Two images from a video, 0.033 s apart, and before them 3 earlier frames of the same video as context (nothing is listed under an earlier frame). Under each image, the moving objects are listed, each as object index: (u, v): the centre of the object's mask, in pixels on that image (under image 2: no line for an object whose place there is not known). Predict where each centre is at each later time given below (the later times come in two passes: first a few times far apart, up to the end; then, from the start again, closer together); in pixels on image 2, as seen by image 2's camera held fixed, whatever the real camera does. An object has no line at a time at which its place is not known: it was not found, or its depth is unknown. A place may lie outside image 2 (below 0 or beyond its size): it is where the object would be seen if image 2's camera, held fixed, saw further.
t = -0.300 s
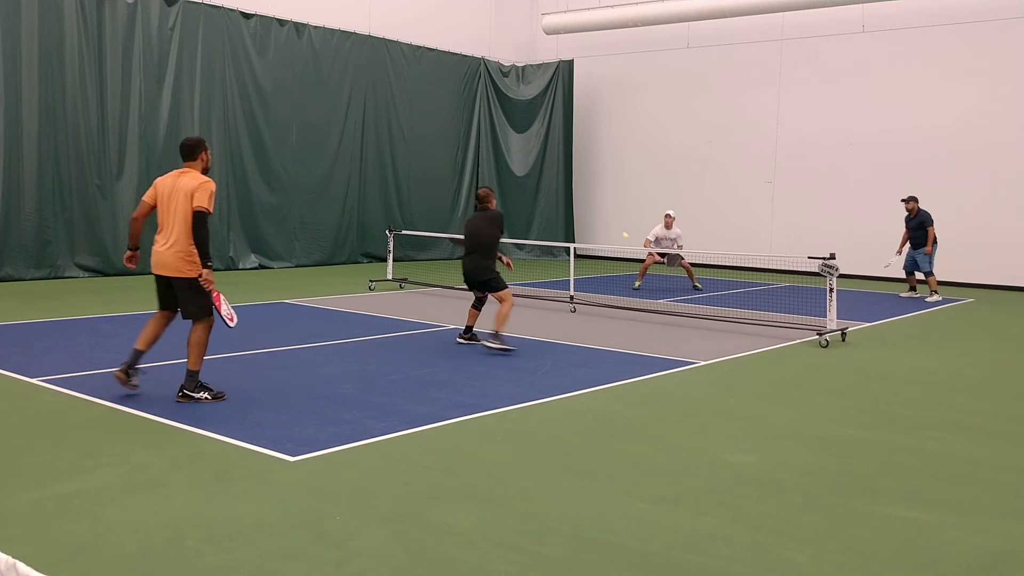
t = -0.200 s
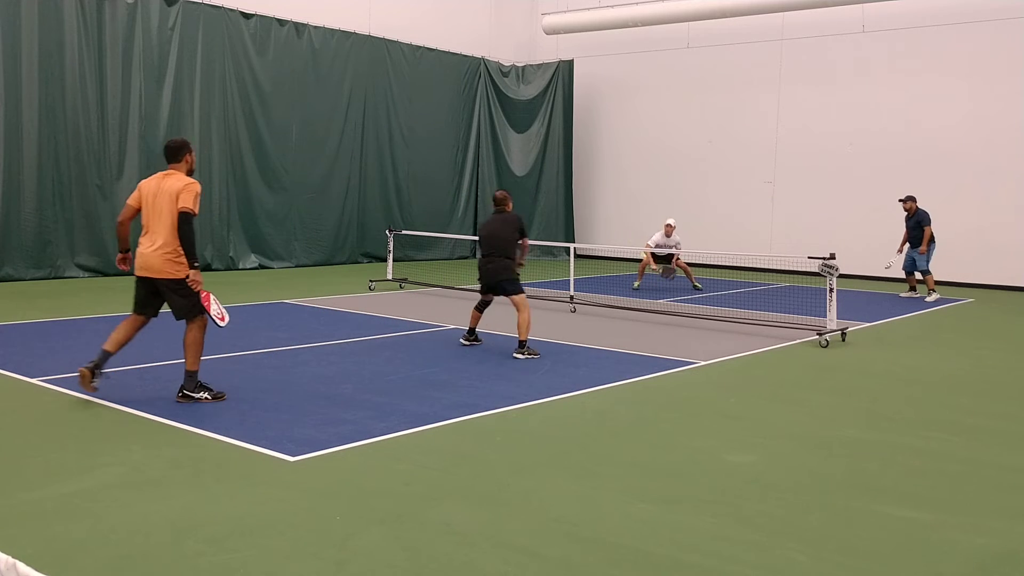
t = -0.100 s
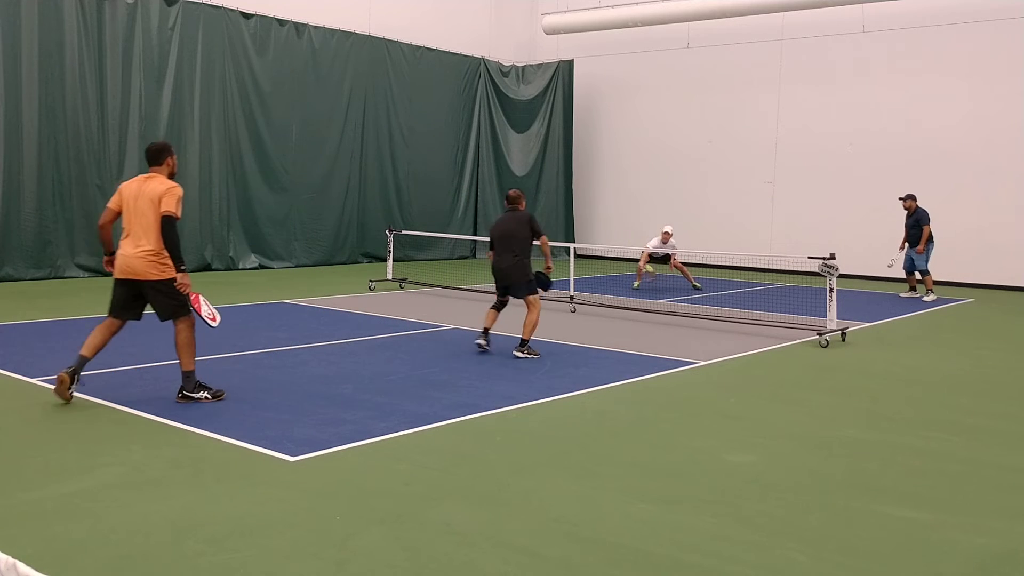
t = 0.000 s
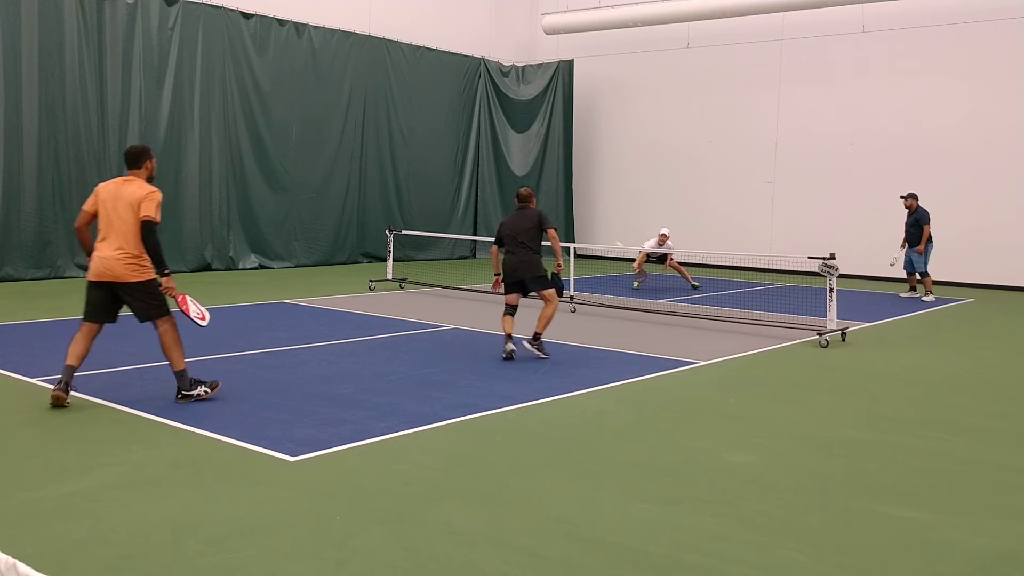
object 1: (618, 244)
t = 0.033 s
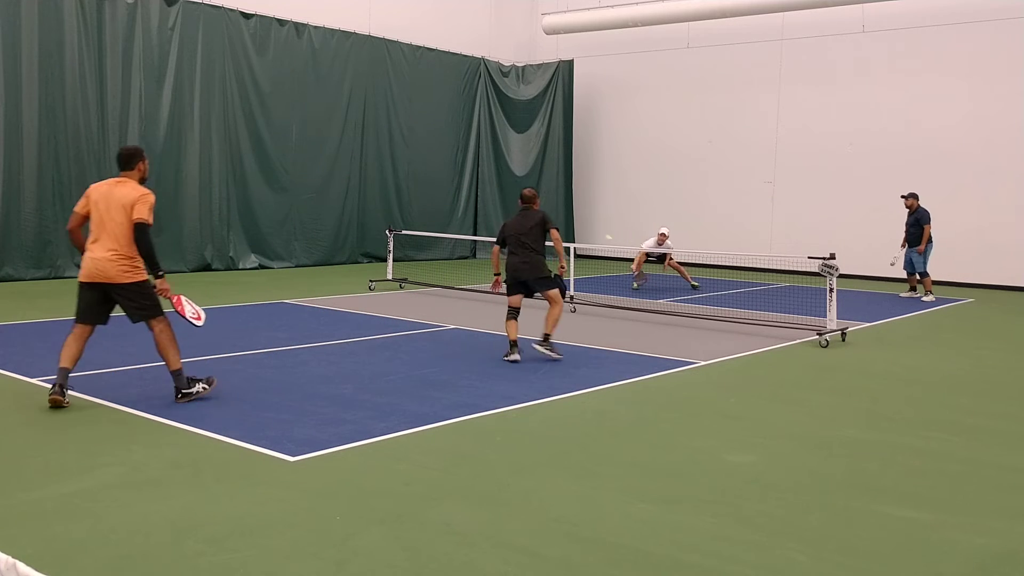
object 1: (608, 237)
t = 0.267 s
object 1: (528, 209)
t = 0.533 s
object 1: (418, 223)
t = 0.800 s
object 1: (281, 307)
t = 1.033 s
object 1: (198, 301)
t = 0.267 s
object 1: (528, 209)
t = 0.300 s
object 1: (516, 207)
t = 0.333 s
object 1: (503, 207)
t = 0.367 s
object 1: (489, 207)
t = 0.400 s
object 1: (475, 208)
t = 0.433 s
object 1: (462, 210)
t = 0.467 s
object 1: (447, 214)
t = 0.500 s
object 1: (433, 217)
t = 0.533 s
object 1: (418, 223)
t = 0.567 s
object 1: (402, 228)
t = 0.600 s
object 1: (385, 236)
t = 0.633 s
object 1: (370, 245)
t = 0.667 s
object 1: (353, 254)
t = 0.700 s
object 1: (336, 265)
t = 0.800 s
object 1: (281, 307)
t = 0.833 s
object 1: (263, 322)
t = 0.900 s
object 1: (234, 331)
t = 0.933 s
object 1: (226, 322)
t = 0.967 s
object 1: (217, 314)
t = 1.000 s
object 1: (208, 307)
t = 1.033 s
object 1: (198, 301)
